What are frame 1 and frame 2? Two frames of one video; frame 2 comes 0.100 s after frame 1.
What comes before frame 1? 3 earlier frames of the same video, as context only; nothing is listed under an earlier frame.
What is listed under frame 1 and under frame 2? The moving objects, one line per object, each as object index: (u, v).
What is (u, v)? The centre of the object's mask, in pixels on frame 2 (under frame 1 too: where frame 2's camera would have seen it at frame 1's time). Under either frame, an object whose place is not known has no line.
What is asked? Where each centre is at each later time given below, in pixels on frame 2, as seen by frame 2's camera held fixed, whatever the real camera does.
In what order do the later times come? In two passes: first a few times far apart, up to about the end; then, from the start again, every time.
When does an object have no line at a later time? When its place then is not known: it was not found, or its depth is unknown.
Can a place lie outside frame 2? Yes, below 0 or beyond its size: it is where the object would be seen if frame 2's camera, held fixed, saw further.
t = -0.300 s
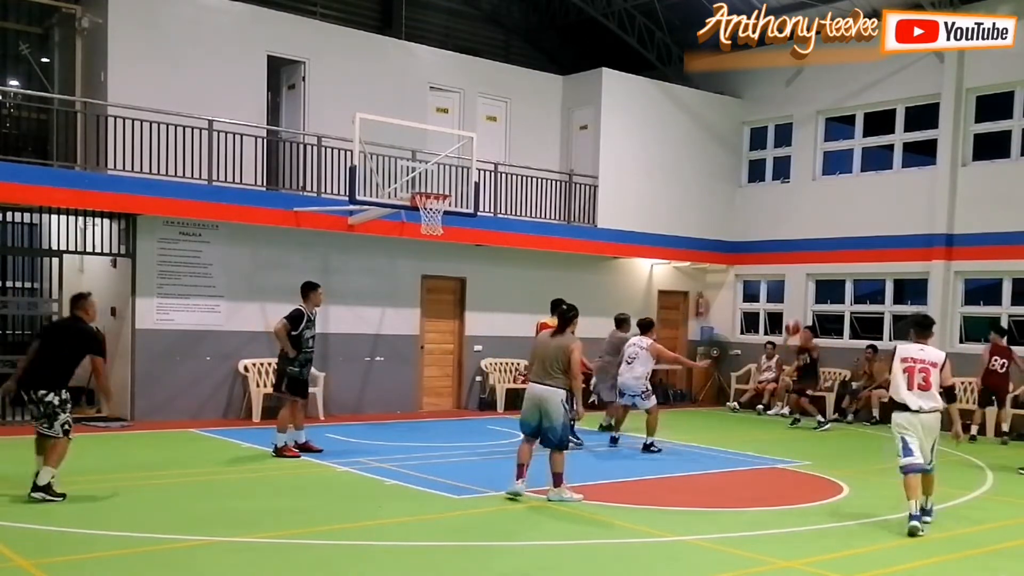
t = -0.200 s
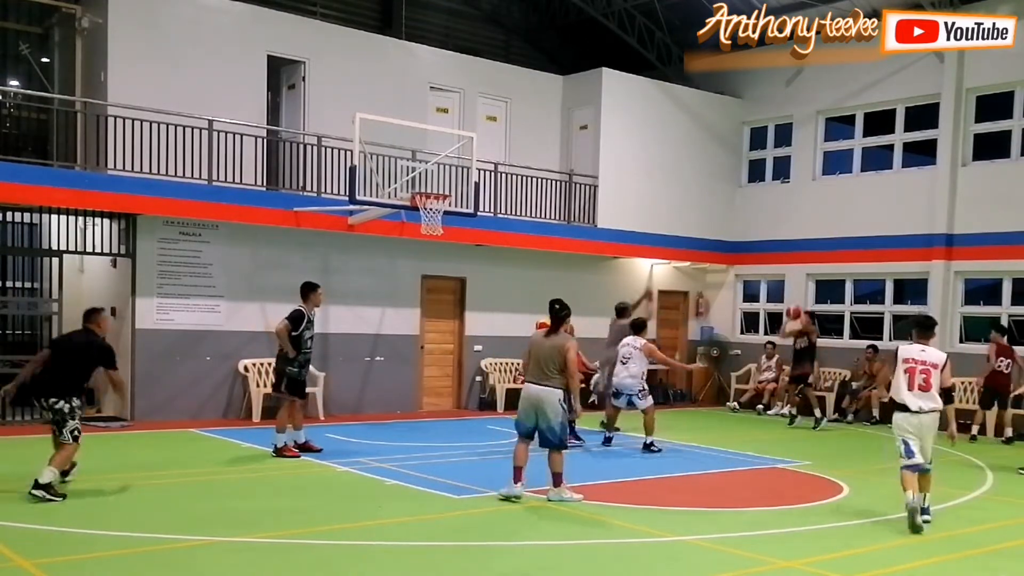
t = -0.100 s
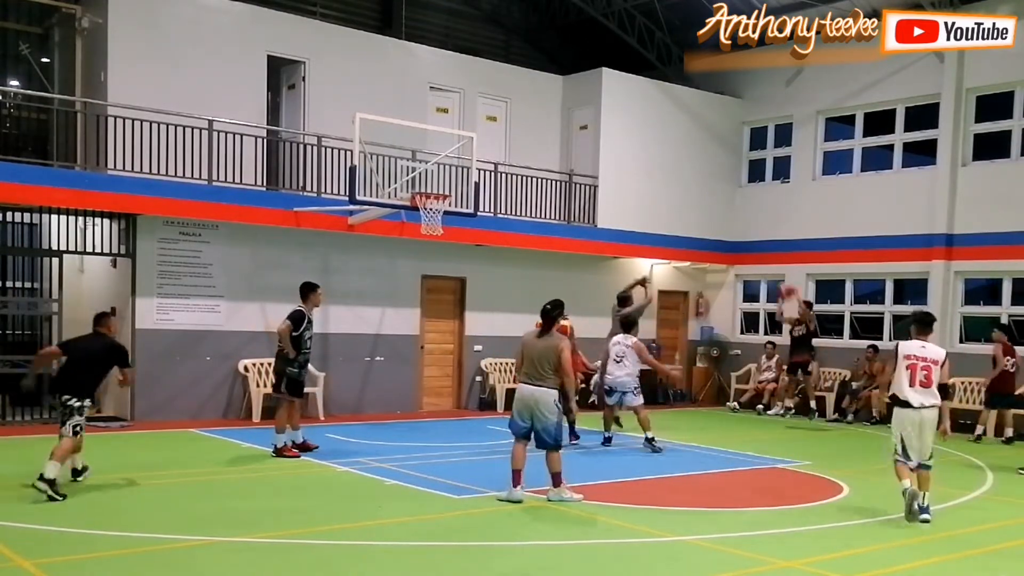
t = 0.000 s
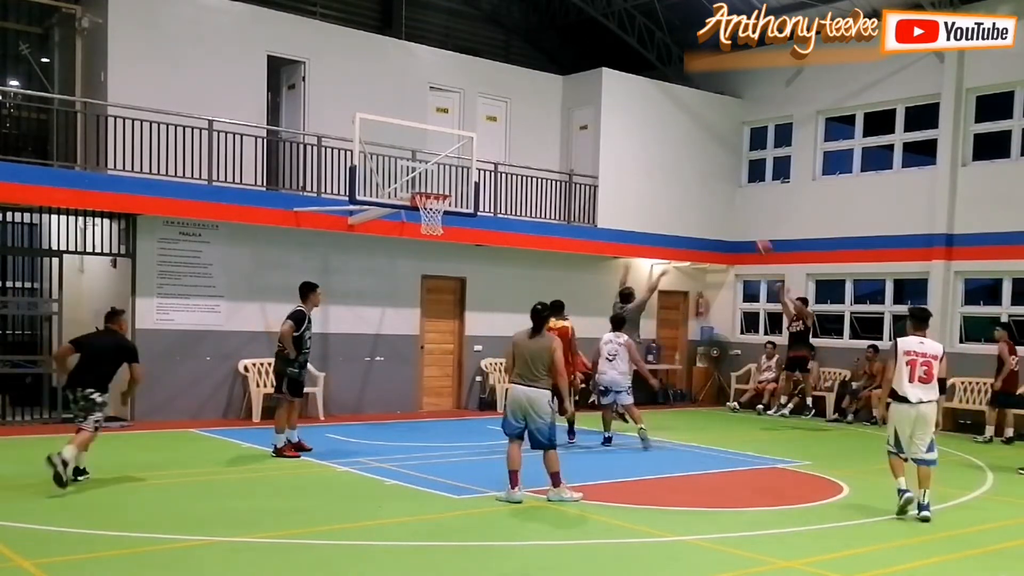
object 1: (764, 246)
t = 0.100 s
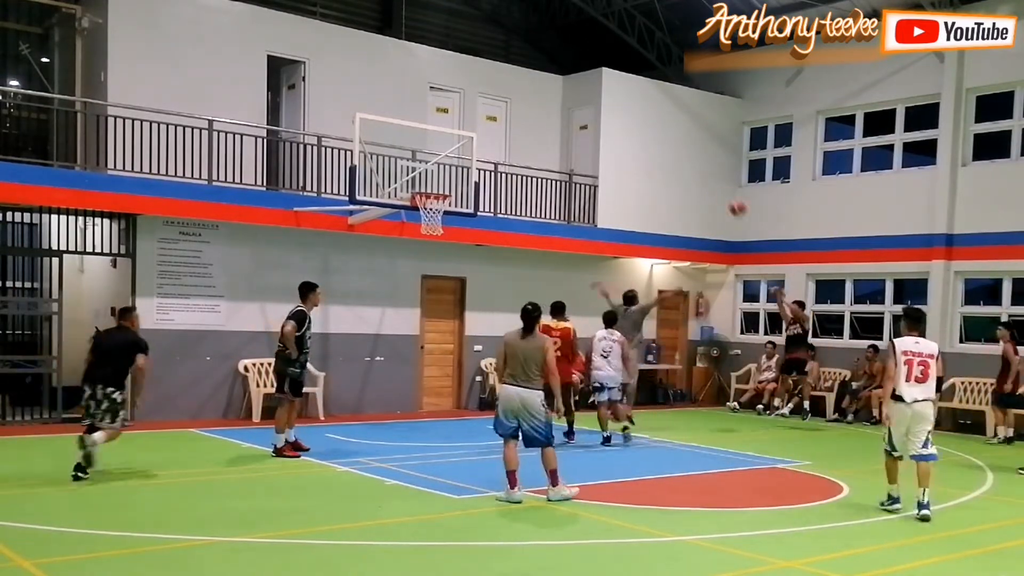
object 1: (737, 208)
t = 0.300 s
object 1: (683, 145)
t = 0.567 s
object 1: (605, 105)
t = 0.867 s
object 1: (510, 120)
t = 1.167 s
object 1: (430, 174)
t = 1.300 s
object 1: (444, 156)
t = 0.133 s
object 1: (729, 196)
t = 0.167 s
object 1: (720, 184)
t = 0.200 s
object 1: (711, 174)
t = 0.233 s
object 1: (702, 164)
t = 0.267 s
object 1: (693, 154)
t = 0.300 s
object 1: (683, 145)
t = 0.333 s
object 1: (674, 137)
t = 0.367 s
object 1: (664, 130)
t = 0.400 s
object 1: (655, 124)
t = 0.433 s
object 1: (646, 119)
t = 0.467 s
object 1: (636, 114)
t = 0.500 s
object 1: (626, 110)
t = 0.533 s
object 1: (616, 107)
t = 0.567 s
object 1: (605, 105)
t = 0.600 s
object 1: (595, 103)
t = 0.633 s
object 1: (586, 102)
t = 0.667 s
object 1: (576, 102)
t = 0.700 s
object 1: (565, 103)
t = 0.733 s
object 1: (554, 105)
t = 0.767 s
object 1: (543, 108)
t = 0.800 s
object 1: (532, 111)
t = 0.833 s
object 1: (521, 115)
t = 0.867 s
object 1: (510, 120)
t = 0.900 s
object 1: (499, 127)
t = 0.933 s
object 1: (487, 134)
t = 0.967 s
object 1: (476, 141)
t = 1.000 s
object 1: (464, 150)
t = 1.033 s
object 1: (452, 160)
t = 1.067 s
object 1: (442, 170)
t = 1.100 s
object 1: (431, 181)
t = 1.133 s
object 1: (429, 182)
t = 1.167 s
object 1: (430, 174)
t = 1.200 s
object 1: (434, 170)
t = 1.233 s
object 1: (436, 164)
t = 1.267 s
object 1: (440, 160)
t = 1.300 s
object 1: (444, 156)
